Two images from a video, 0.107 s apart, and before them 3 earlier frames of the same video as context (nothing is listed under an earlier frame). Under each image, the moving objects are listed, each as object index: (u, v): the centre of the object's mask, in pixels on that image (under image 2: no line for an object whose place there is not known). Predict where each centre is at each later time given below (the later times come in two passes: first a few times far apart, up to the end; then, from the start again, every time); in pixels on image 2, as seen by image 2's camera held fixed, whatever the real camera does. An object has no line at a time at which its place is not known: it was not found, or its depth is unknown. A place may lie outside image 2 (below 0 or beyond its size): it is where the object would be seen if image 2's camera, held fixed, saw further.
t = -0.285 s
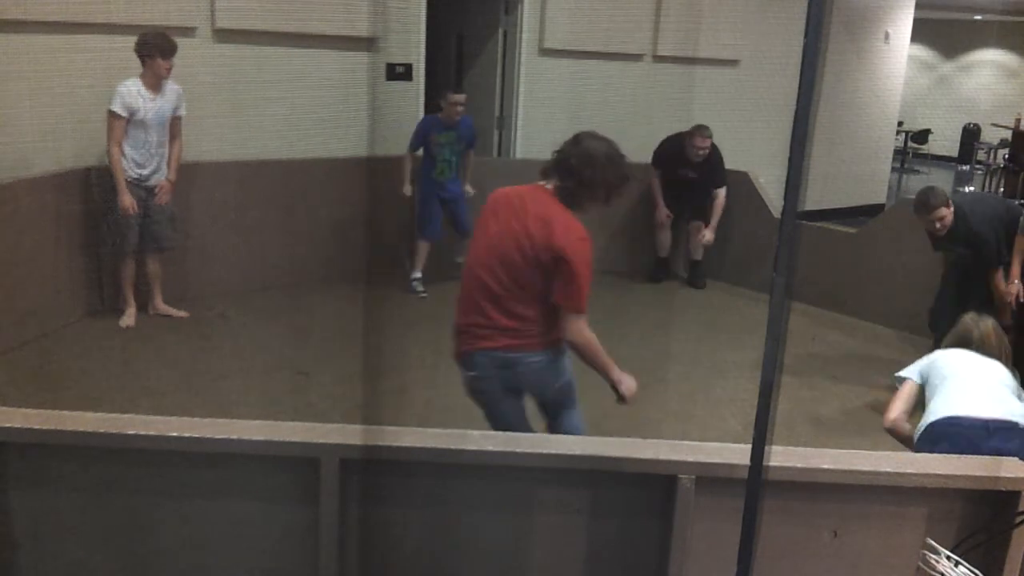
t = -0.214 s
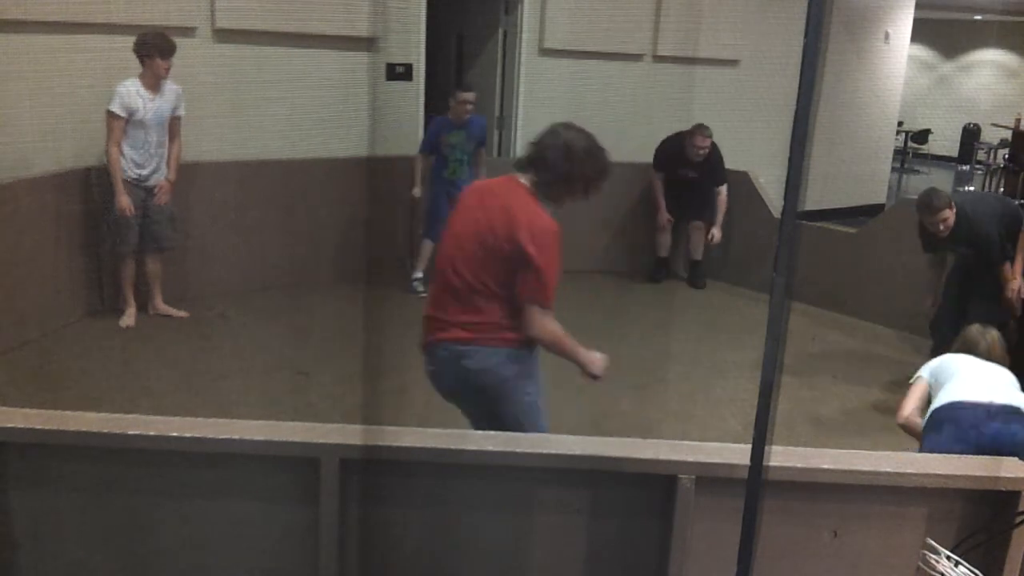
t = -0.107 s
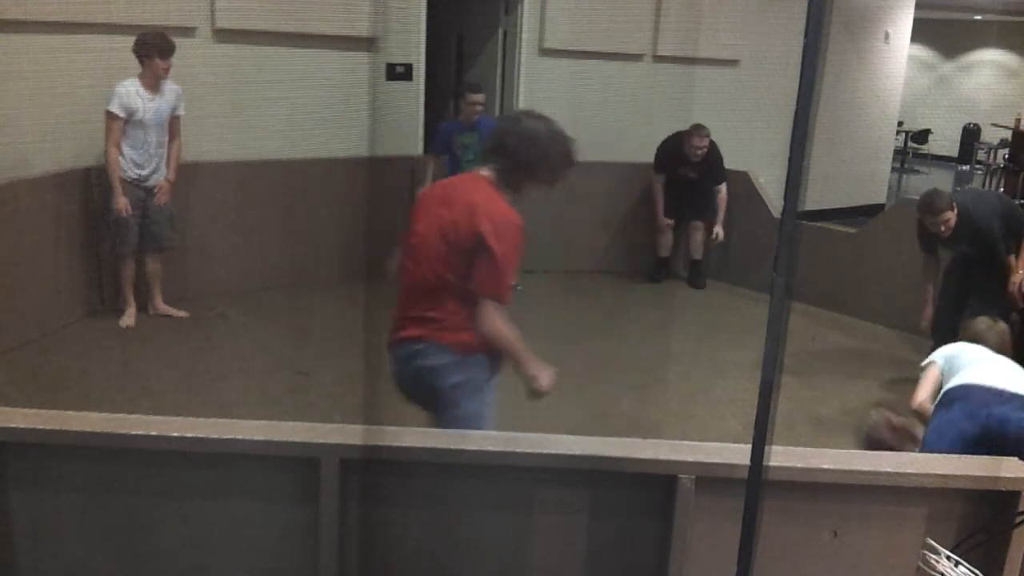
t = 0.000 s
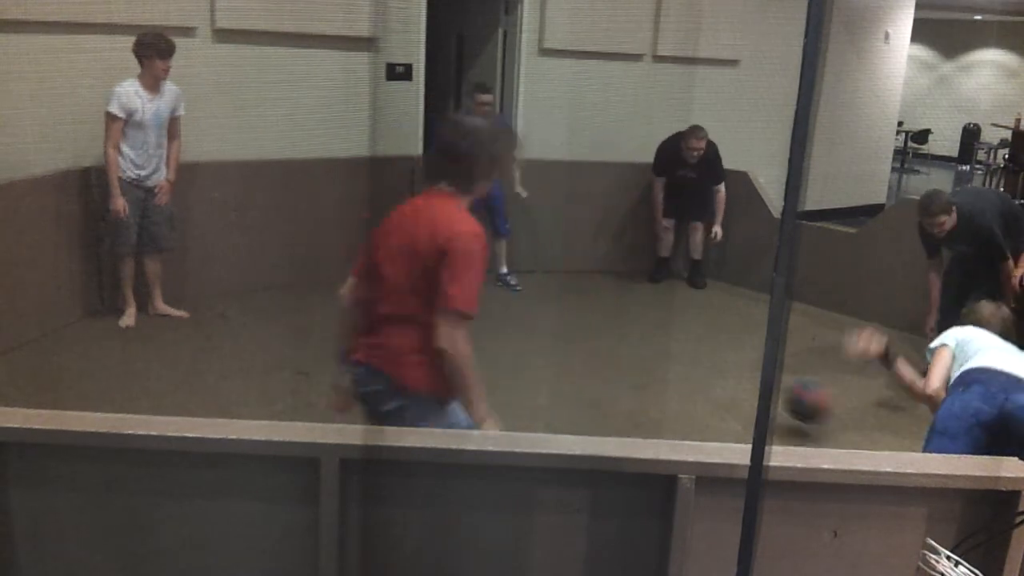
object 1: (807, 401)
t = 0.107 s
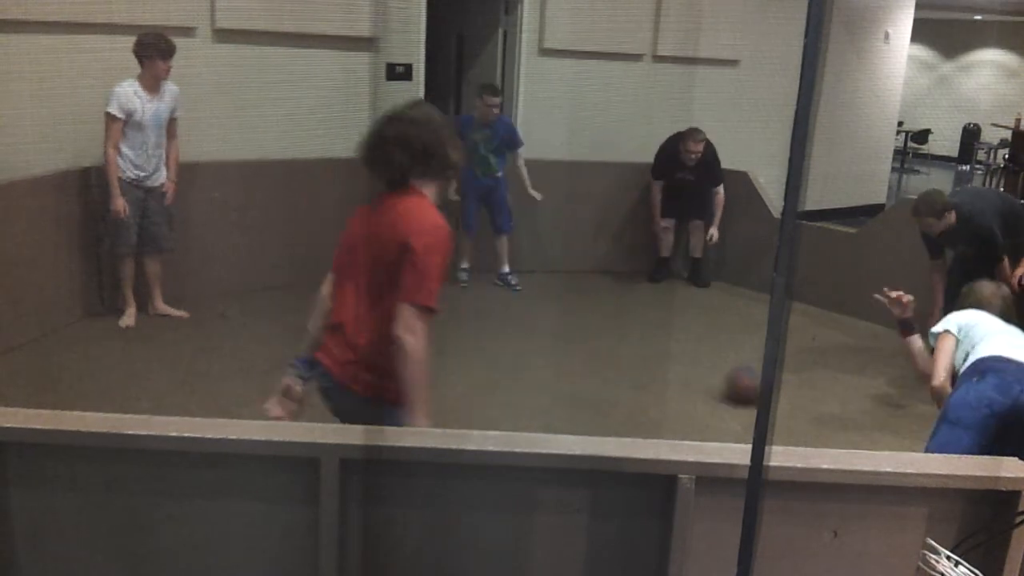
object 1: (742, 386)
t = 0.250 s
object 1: (713, 354)
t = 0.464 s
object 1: (664, 330)
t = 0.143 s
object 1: (736, 377)
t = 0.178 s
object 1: (728, 368)
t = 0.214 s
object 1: (721, 359)
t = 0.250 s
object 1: (713, 354)
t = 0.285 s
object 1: (699, 348)
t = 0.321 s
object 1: (692, 349)
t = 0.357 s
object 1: (685, 348)
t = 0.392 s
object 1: (677, 341)
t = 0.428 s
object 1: (671, 335)
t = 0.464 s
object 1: (664, 330)
